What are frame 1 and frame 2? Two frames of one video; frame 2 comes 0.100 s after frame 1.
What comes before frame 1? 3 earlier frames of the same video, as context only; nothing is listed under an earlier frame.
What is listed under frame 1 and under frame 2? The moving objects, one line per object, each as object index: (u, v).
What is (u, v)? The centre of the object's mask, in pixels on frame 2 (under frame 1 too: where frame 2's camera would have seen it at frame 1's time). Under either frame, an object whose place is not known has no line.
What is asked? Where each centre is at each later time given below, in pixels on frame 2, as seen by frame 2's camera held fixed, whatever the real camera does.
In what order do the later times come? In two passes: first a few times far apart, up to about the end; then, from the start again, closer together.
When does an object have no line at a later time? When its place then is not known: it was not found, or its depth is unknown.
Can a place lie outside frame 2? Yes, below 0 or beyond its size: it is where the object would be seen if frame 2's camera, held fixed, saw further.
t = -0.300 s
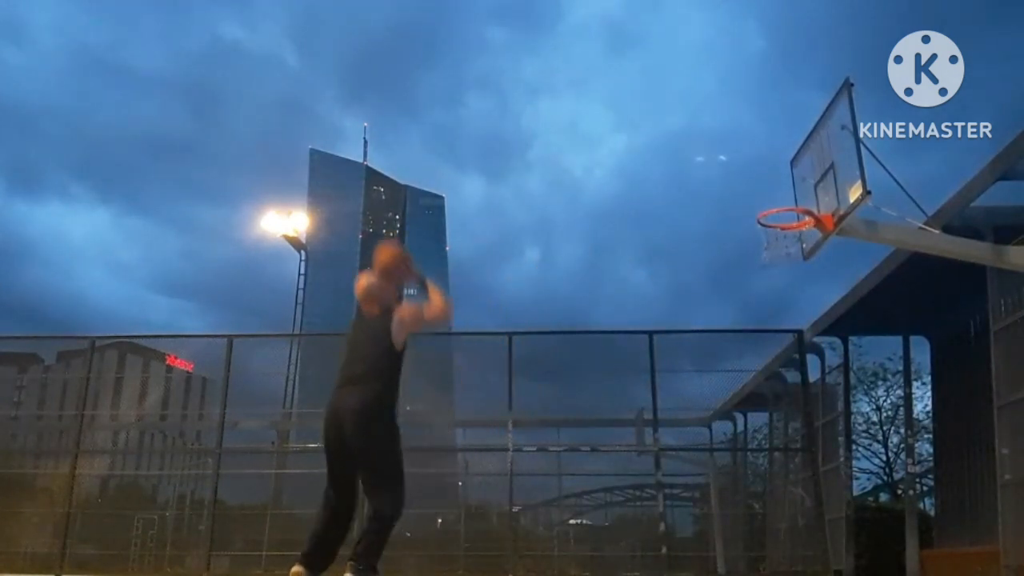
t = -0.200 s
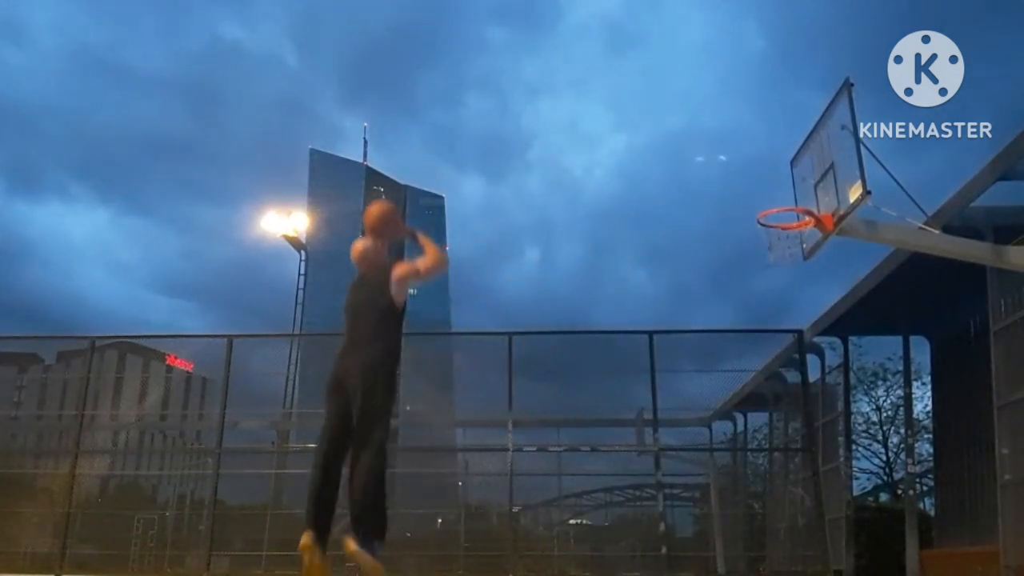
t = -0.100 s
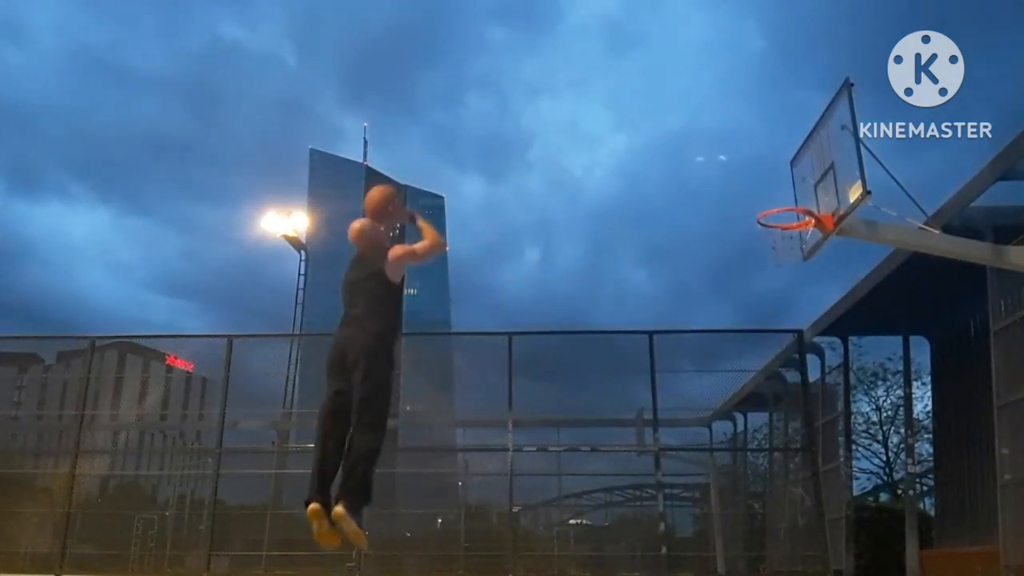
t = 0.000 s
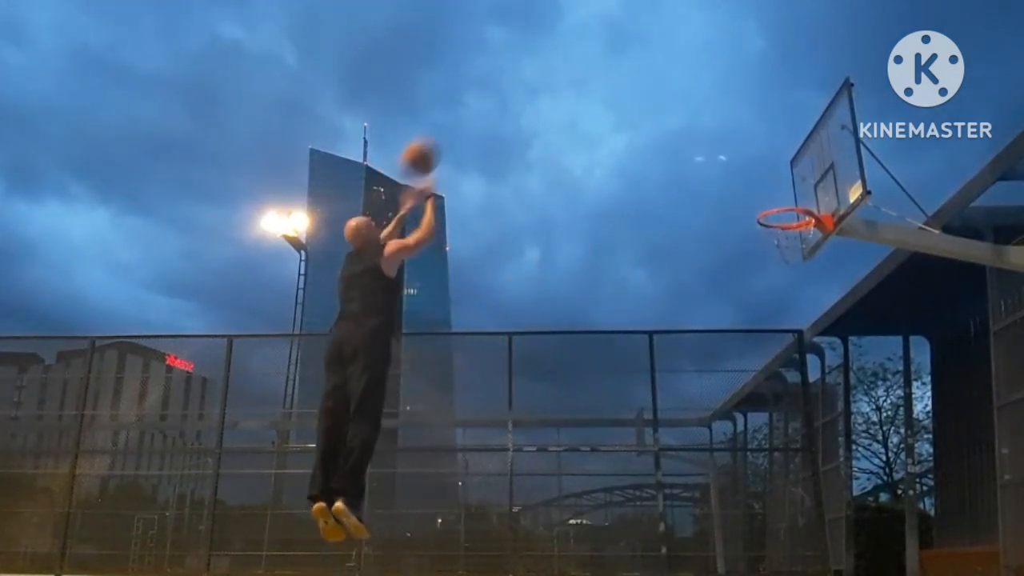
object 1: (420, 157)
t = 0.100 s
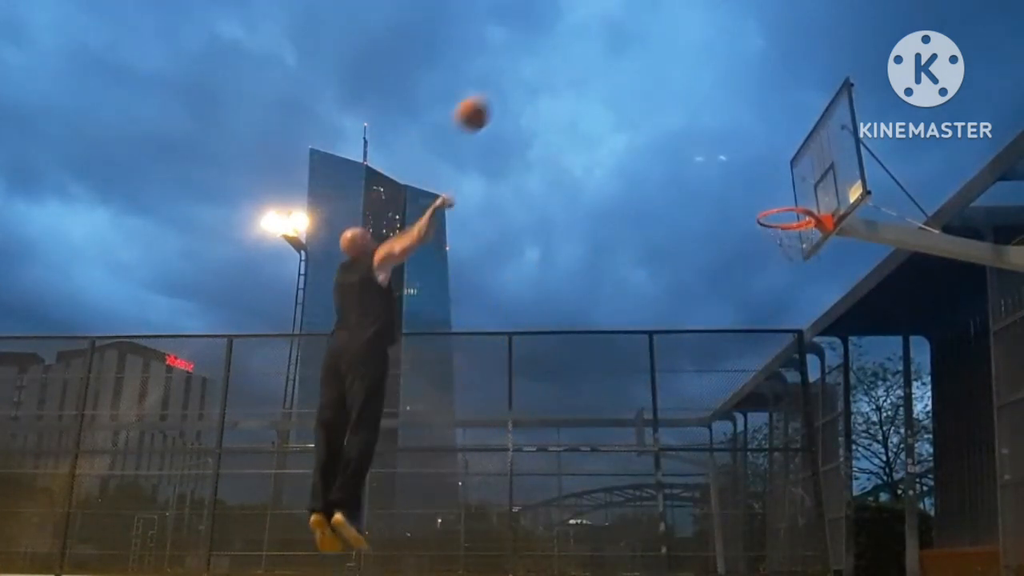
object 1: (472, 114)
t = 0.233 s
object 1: (534, 80)
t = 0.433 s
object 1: (613, 74)
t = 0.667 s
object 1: (696, 116)
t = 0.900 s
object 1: (772, 201)
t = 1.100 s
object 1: (800, 252)
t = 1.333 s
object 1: (817, 301)
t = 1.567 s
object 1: (842, 417)
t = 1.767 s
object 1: (872, 562)
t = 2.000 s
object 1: (837, 425)
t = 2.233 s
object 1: (814, 360)
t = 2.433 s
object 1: (800, 358)
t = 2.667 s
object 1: (789, 420)
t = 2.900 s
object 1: (787, 560)
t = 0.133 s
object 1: (488, 103)
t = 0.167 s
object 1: (503, 94)
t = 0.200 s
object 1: (519, 86)
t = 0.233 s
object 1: (534, 80)
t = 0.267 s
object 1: (547, 76)
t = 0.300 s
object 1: (561, 73)
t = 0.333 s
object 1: (575, 72)
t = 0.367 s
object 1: (588, 71)
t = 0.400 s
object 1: (601, 72)
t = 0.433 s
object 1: (613, 74)
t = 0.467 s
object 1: (626, 77)
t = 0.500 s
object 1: (637, 81)
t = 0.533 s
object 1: (649, 86)
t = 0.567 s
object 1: (662, 92)
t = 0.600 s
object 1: (673, 99)
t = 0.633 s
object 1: (684, 107)
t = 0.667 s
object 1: (696, 116)
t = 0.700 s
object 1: (707, 126)
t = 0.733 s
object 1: (718, 136)
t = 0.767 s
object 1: (729, 148)
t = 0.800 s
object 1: (739, 161)
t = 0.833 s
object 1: (751, 174)
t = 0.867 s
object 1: (762, 189)
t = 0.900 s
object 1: (772, 201)
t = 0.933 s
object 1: (784, 221)
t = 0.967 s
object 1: (790, 233)
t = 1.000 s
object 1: (793, 241)
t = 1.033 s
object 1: (796, 245)
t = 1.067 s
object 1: (797, 249)
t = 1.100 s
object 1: (800, 252)
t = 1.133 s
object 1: (802, 256)
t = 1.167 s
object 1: (805, 261)
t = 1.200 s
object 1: (807, 267)
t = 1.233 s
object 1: (809, 274)
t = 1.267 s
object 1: (812, 282)
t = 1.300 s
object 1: (815, 292)
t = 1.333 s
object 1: (817, 301)
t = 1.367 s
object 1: (820, 315)
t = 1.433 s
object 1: (826, 341)
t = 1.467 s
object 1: (831, 358)
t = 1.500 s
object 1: (835, 377)
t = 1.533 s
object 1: (839, 397)
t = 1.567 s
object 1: (842, 417)
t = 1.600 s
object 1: (847, 439)
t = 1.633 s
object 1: (852, 464)
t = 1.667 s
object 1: (856, 492)
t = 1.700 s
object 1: (864, 521)
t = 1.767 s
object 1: (872, 562)
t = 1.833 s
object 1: (862, 521)
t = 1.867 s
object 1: (856, 499)
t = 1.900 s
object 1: (851, 476)
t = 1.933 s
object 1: (846, 457)
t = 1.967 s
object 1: (842, 440)
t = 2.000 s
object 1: (837, 425)
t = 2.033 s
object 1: (833, 411)
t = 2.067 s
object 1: (830, 400)
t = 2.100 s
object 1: (826, 389)
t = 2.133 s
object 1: (823, 380)
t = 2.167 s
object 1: (819, 373)
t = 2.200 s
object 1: (816, 365)
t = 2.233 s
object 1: (814, 360)
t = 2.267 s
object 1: (811, 356)
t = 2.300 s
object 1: (809, 355)
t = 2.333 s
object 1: (806, 354)
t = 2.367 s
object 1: (804, 354)
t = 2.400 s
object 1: (802, 355)
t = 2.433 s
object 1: (800, 358)
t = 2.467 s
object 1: (798, 363)
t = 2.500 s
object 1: (795, 369)
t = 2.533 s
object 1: (793, 376)
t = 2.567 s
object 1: (793, 386)
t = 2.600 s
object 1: (791, 397)
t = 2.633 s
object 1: (789, 406)
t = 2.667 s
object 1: (789, 420)
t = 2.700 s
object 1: (788, 436)
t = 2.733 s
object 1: (787, 453)
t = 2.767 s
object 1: (786, 471)
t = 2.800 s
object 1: (787, 493)
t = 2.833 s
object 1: (788, 513)
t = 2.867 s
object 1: (786, 538)
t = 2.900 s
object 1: (787, 560)
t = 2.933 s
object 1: (785, 555)
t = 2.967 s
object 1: (781, 535)
